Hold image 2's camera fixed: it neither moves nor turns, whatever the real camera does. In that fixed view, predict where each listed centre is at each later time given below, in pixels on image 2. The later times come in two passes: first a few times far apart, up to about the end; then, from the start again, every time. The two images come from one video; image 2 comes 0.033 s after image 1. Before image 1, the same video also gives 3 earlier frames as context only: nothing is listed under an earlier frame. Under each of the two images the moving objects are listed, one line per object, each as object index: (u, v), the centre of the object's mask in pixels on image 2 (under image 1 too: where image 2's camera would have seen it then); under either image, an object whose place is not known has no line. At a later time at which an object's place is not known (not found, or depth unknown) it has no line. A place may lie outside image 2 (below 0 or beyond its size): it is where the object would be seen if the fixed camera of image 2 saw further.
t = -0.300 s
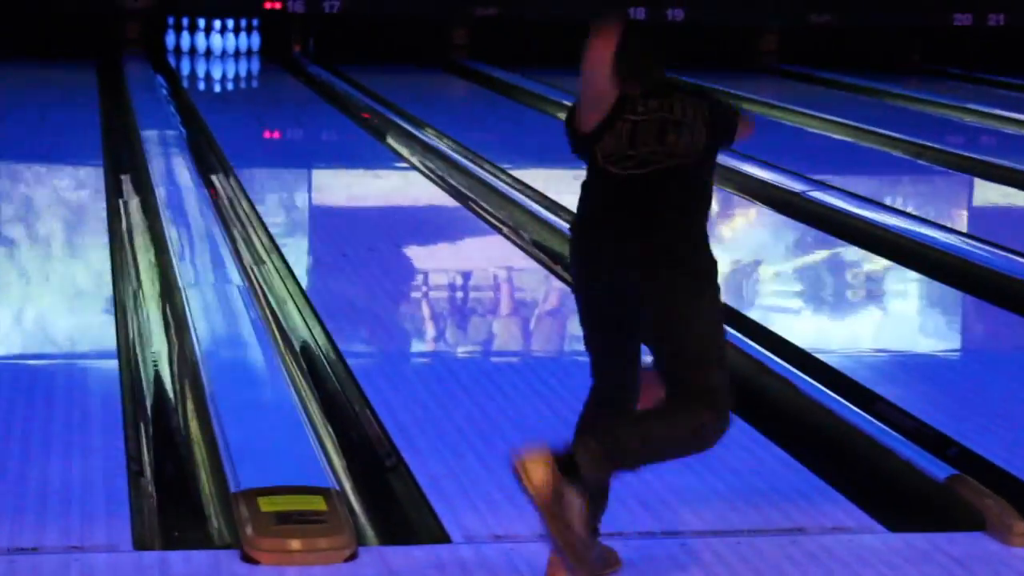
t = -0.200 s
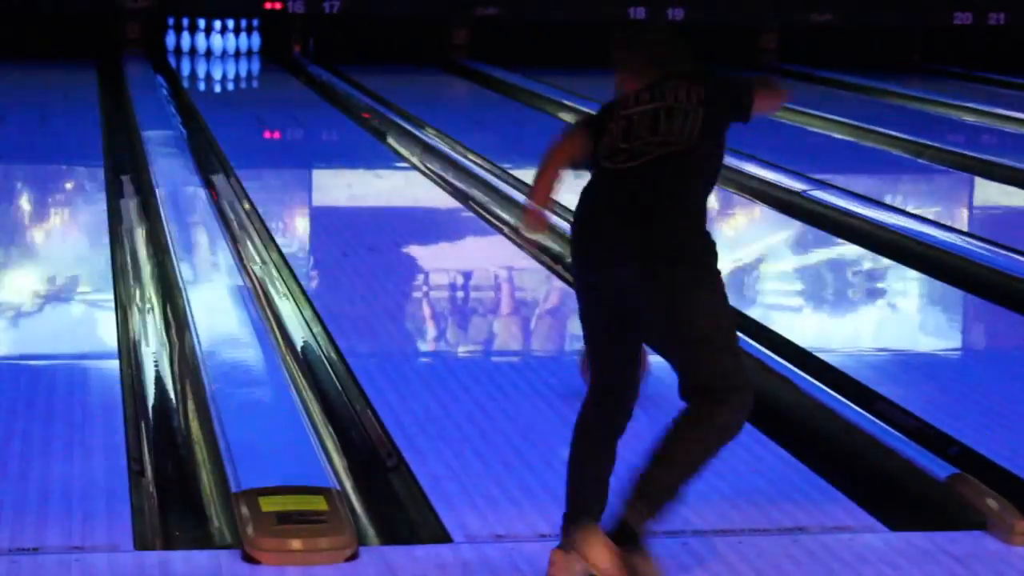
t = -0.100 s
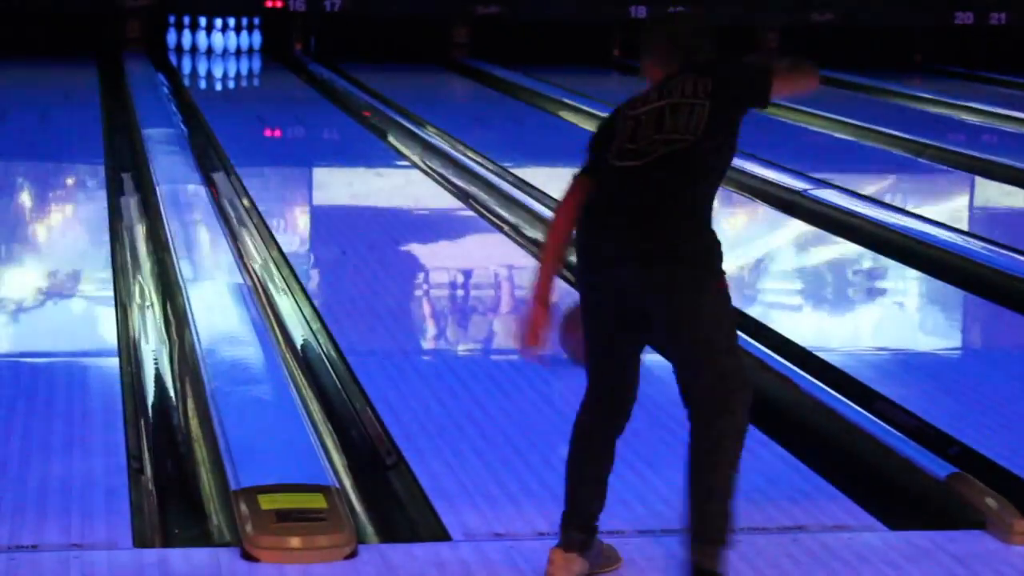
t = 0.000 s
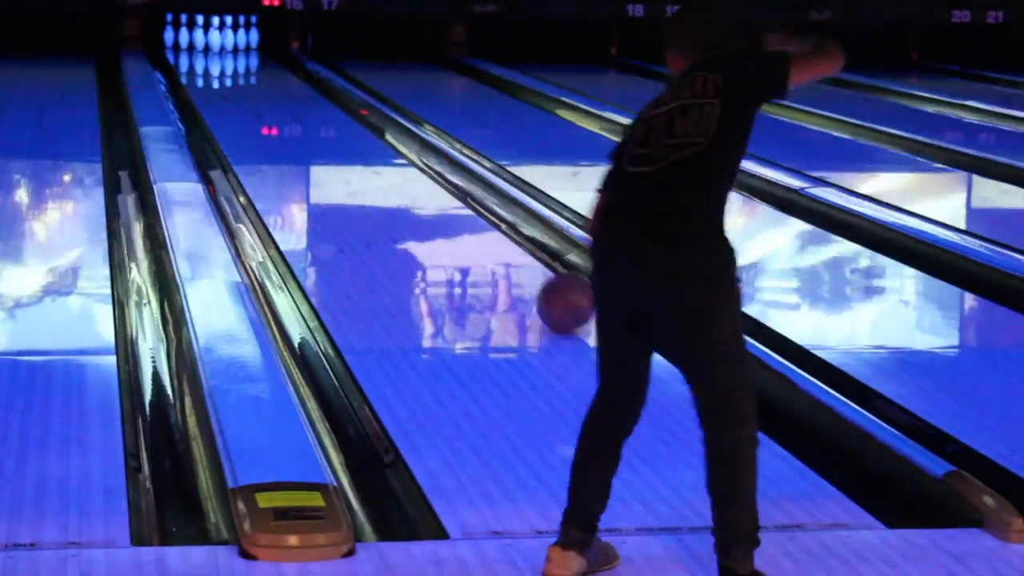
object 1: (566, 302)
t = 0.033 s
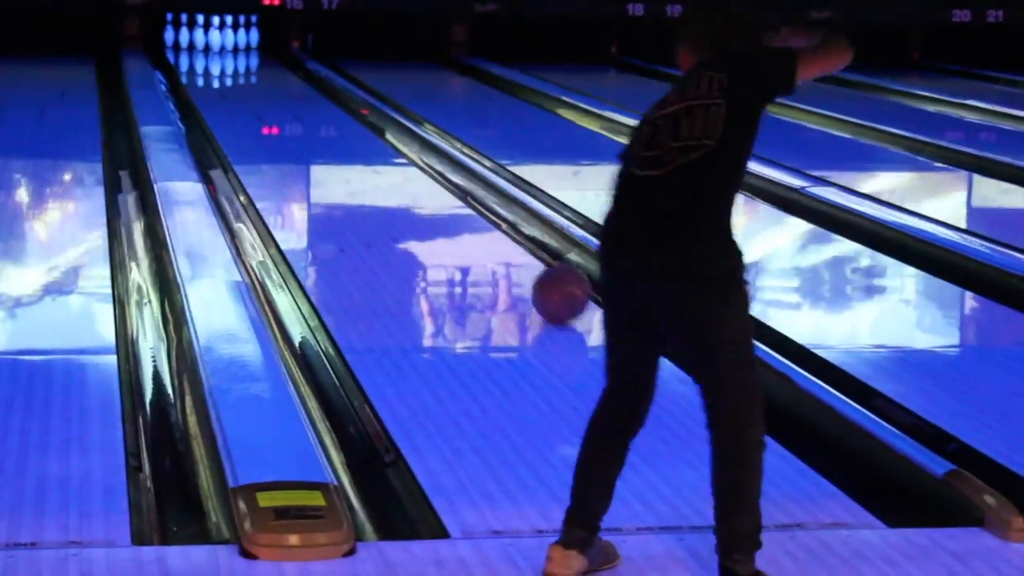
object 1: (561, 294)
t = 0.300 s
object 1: (519, 239)
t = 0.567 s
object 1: (489, 200)
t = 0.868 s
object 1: (459, 172)
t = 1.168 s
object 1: (426, 151)
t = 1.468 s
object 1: (395, 131)
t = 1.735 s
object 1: (376, 116)
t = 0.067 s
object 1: (555, 286)
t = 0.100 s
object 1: (549, 279)
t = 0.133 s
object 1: (544, 272)
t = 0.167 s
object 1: (538, 264)
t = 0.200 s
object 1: (533, 258)
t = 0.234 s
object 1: (528, 252)
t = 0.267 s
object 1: (524, 245)
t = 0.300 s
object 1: (519, 239)
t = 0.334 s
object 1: (515, 234)
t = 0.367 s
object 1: (511, 228)
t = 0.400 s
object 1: (507, 223)
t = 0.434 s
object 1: (503, 218)
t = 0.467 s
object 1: (500, 214)
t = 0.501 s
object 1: (496, 209)
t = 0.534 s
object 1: (492, 204)
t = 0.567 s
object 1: (489, 200)
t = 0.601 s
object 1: (486, 196)
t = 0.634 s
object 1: (483, 192)
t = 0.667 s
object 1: (481, 189)
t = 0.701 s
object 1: (479, 188)
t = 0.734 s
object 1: (477, 188)
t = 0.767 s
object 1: (477, 188)
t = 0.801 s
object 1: (474, 182)
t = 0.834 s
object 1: (466, 176)
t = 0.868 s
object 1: (459, 172)
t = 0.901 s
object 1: (452, 169)
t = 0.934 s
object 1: (449, 165)
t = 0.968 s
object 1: (445, 163)
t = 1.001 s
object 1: (442, 163)
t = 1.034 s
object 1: (439, 161)
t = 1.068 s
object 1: (437, 156)
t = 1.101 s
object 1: (434, 154)
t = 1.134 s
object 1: (430, 152)
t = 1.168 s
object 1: (426, 151)
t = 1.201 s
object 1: (420, 149)
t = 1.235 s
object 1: (415, 146)
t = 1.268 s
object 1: (412, 143)
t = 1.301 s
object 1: (409, 142)
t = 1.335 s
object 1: (407, 140)
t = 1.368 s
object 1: (405, 138)
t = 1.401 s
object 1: (403, 135)
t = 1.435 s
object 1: (400, 133)
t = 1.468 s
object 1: (395, 131)
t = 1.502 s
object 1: (392, 129)
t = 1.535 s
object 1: (390, 127)
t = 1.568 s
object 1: (387, 125)
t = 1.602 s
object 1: (385, 123)
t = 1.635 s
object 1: (384, 121)
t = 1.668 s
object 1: (381, 119)
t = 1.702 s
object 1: (379, 118)
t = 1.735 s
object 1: (376, 116)
